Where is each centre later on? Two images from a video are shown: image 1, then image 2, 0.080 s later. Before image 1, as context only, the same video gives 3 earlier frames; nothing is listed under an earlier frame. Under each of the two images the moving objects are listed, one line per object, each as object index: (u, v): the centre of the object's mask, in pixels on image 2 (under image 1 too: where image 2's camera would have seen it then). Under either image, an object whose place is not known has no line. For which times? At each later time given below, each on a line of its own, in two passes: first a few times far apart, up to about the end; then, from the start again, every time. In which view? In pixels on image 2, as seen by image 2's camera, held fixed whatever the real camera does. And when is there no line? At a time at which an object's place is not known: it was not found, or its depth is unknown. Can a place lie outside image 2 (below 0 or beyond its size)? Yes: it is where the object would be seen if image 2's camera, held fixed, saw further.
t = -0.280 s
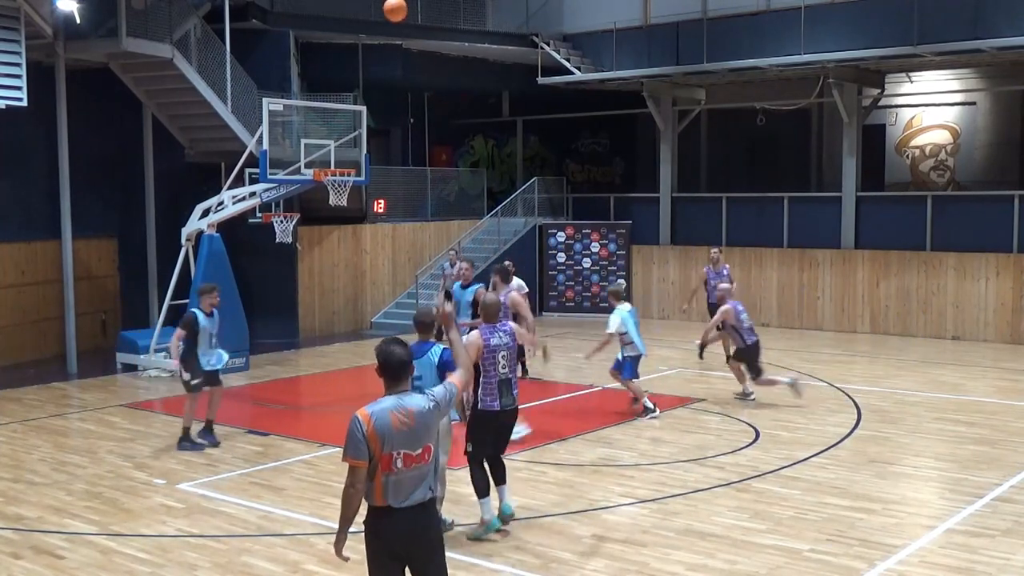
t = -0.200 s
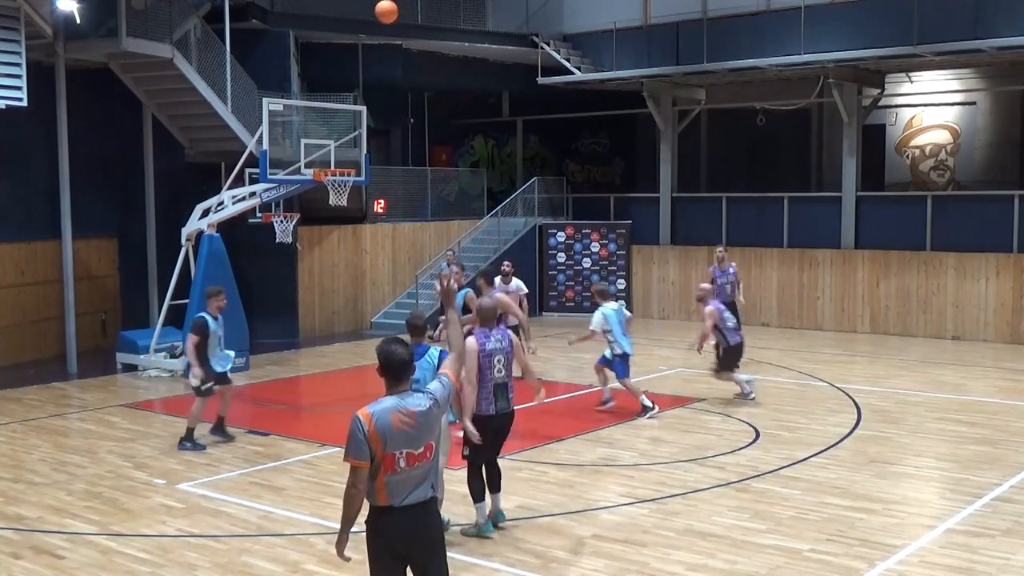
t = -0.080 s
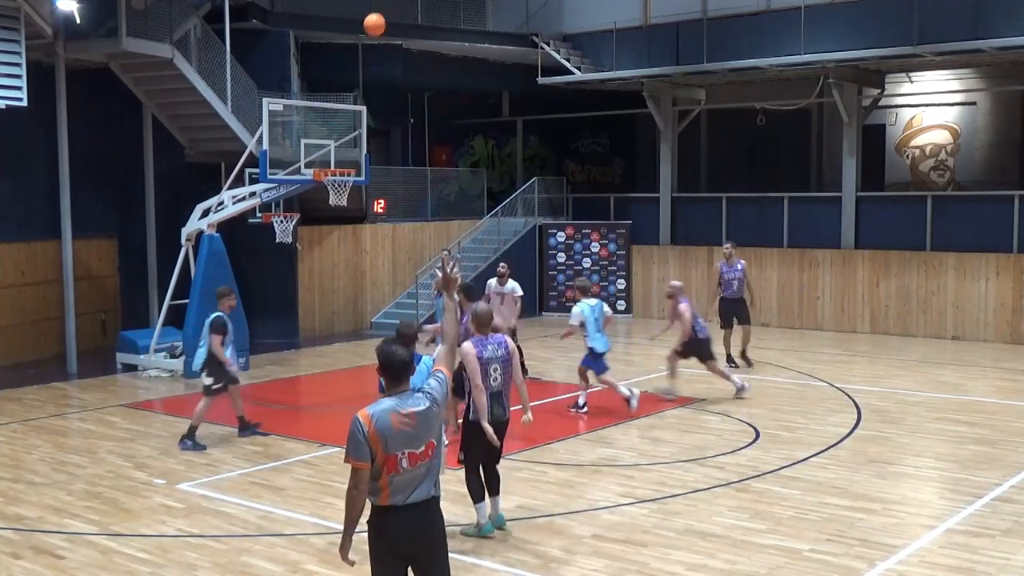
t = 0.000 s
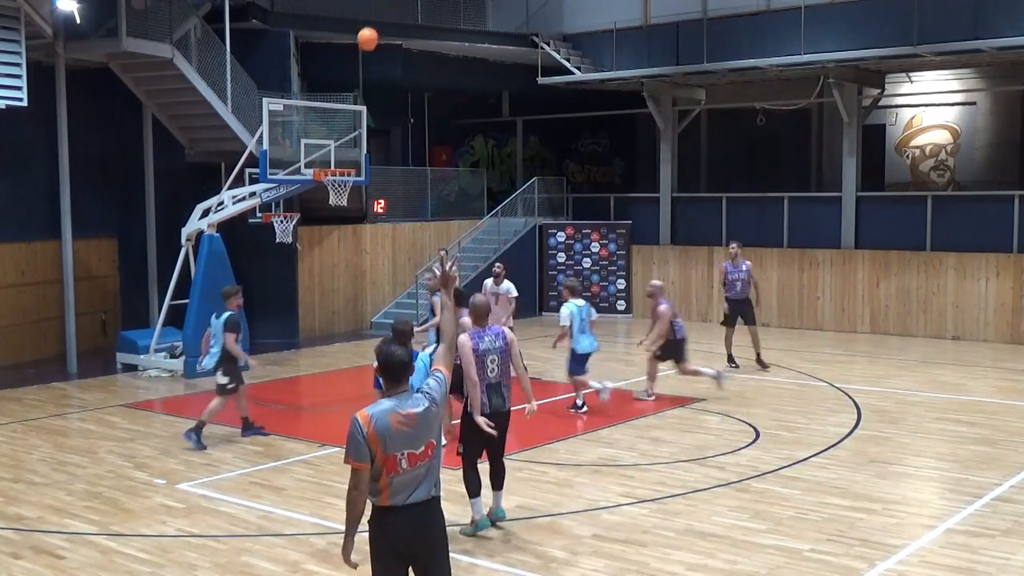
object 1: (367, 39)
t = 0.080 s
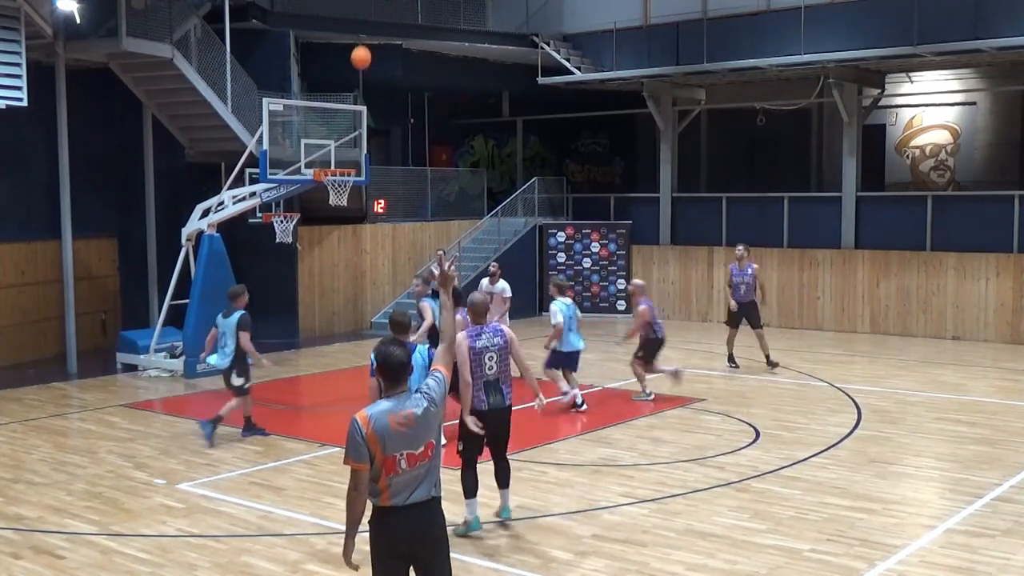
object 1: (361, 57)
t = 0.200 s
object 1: (352, 91)
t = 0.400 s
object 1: (341, 161)
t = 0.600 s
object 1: (341, 107)
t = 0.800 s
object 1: (352, 87)
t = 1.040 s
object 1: (366, 99)
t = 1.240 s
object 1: (378, 140)
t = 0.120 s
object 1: (357, 68)
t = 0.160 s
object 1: (355, 79)
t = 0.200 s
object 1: (352, 91)
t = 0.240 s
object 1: (350, 105)
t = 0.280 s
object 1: (347, 119)
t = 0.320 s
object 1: (345, 133)
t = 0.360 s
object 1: (342, 149)
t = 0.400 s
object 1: (341, 161)
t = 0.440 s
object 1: (340, 148)
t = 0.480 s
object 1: (340, 135)
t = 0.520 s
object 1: (339, 124)
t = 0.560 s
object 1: (339, 117)
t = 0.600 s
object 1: (341, 107)
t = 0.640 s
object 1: (343, 101)
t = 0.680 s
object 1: (345, 95)
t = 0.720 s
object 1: (348, 92)
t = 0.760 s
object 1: (350, 88)
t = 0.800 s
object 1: (352, 87)
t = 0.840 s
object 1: (355, 86)
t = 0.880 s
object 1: (356, 86)
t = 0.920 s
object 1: (359, 88)
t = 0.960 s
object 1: (361, 90)
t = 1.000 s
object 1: (364, 94)
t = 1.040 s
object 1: (366, 99)
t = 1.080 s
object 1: (369, 104)
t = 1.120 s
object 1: (372, 113)
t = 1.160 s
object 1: (374, 121)
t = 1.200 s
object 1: (376, 130)
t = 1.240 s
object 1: (378, 140)
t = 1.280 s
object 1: (381, 152)
